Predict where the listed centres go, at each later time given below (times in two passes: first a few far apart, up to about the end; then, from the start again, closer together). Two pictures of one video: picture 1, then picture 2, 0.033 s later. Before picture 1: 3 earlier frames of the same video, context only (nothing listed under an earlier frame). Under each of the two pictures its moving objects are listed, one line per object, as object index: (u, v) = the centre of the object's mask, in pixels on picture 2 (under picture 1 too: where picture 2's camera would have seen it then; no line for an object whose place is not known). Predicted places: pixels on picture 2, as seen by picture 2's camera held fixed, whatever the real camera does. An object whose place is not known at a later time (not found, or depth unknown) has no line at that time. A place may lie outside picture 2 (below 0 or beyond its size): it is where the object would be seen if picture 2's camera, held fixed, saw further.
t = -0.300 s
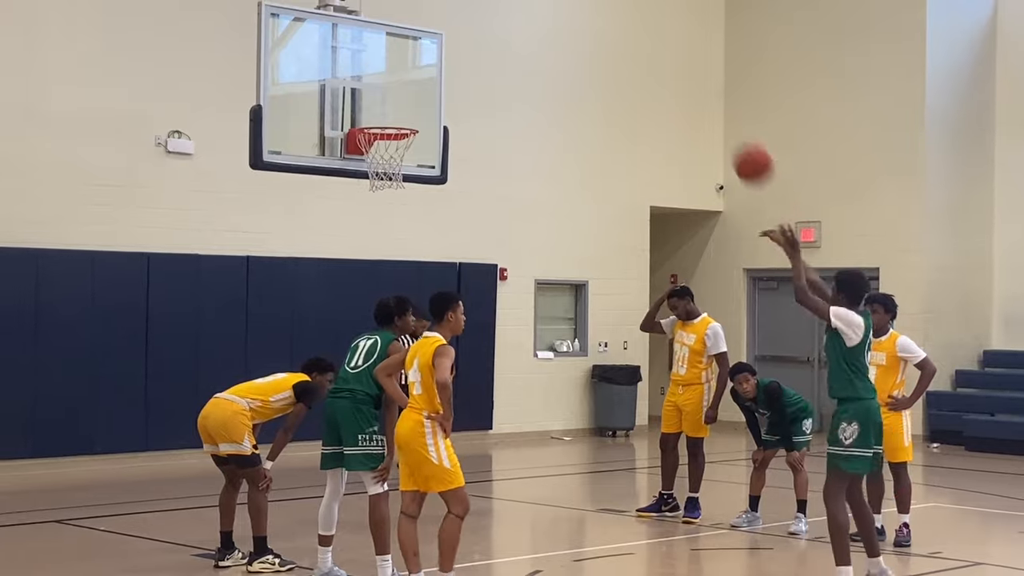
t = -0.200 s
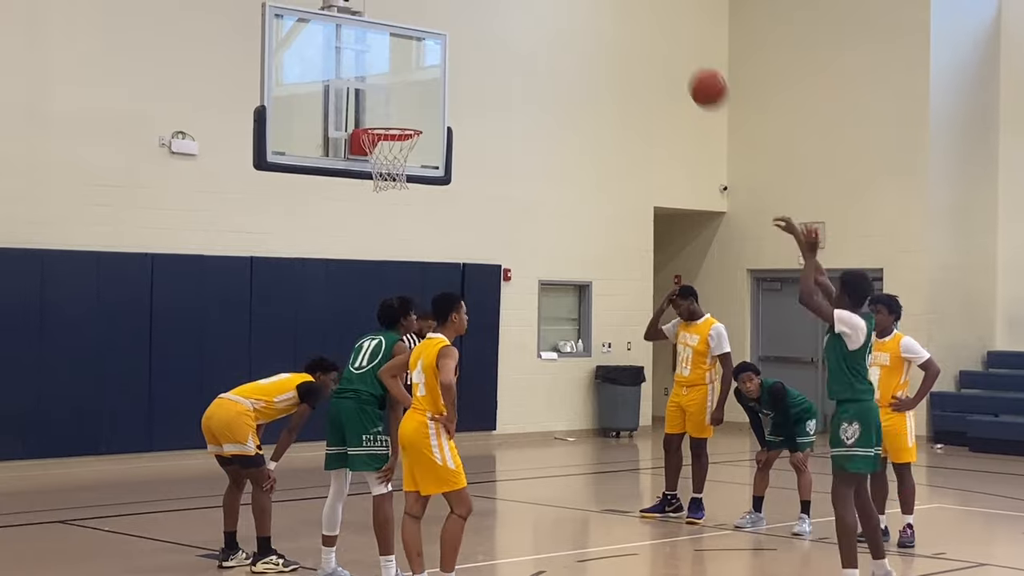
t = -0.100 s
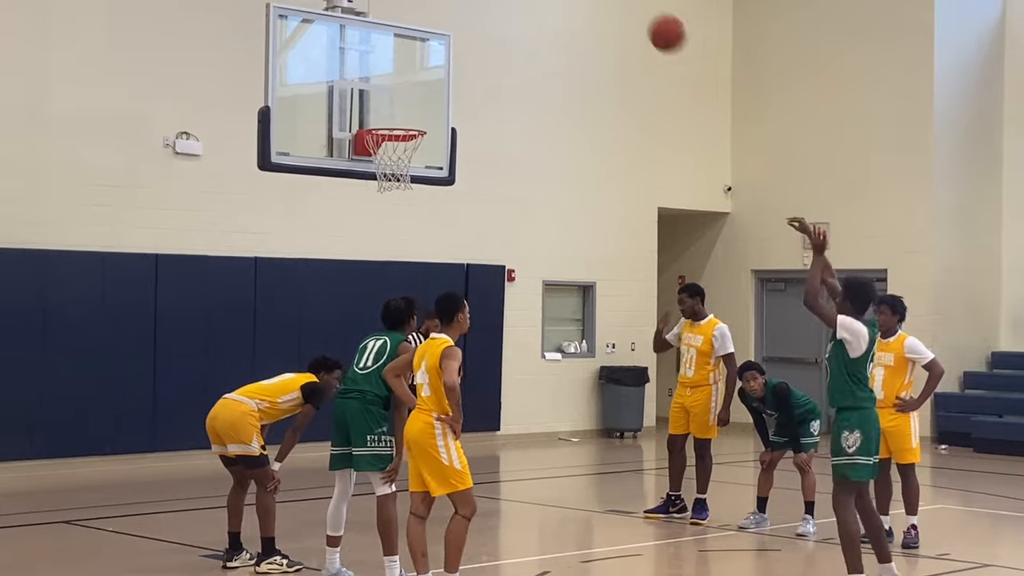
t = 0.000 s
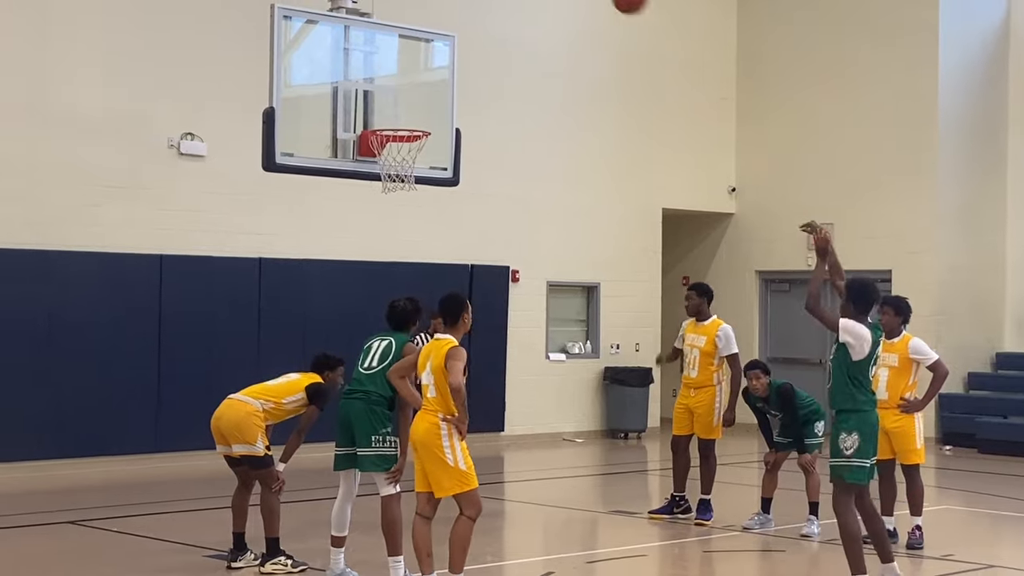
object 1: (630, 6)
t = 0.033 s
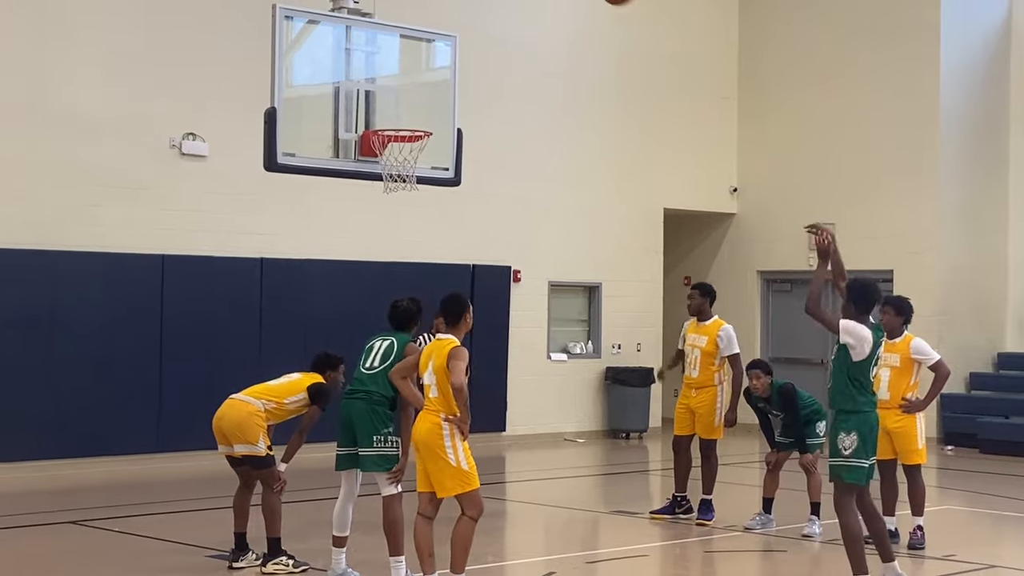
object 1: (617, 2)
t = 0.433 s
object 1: (473, 6)
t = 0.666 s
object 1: (403, 103)
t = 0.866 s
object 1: (388, 44)
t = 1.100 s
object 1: (379, -3)
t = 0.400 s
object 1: (485, 2)
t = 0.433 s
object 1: (473, 6)
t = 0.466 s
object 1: (462, 14)
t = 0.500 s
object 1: (452, 26)
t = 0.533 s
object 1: (441, 39)
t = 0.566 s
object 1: (432, 54)
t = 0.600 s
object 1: (422, 69)
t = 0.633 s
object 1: (413, 85)
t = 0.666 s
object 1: (403, 103)
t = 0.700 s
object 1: (394, 119)
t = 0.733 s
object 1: (392, 107)
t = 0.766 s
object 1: (391, 89)
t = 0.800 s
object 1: (390, 74)
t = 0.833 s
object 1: (389, 58)
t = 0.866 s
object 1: (388, 44)
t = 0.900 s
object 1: (384, 32)
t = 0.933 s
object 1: (383, 21)
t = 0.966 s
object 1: (384, 11)
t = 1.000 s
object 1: (383, 5)
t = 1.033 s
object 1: (381, 1)
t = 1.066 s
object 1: (380, -2)
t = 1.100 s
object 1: (379, -3)
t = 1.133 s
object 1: (378, -4)
